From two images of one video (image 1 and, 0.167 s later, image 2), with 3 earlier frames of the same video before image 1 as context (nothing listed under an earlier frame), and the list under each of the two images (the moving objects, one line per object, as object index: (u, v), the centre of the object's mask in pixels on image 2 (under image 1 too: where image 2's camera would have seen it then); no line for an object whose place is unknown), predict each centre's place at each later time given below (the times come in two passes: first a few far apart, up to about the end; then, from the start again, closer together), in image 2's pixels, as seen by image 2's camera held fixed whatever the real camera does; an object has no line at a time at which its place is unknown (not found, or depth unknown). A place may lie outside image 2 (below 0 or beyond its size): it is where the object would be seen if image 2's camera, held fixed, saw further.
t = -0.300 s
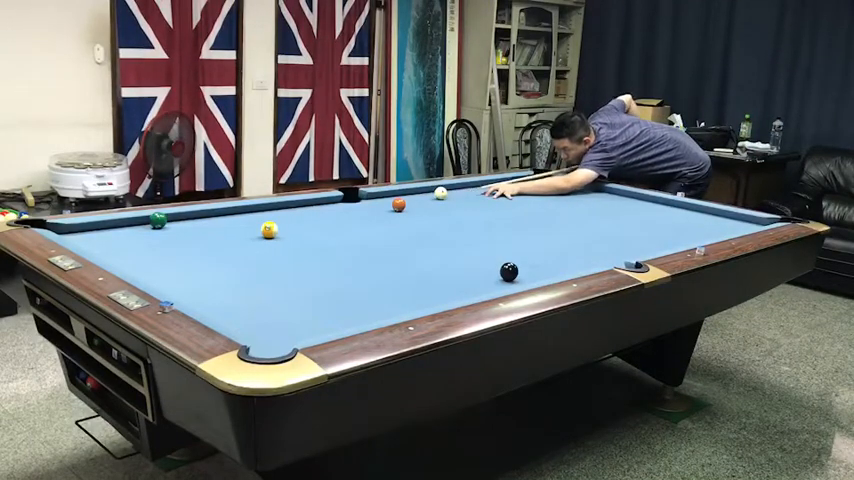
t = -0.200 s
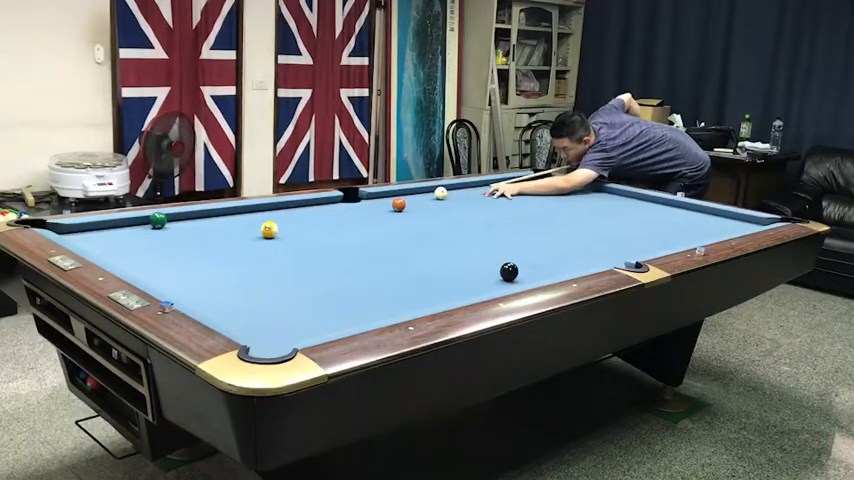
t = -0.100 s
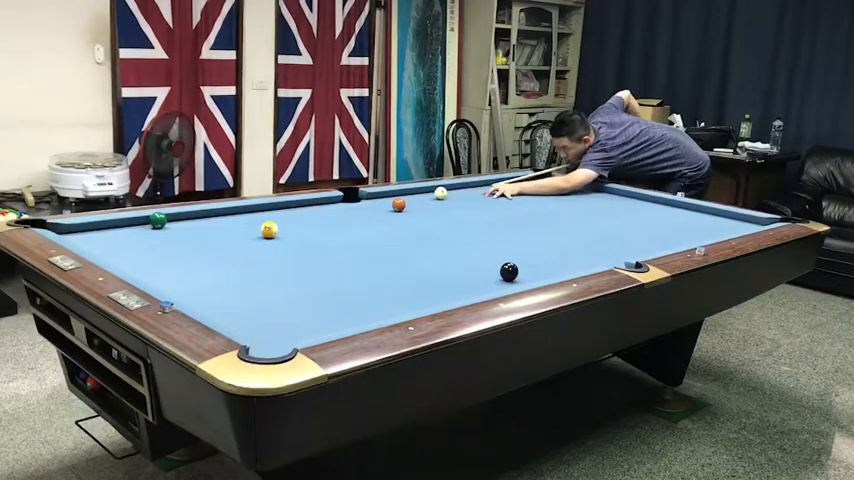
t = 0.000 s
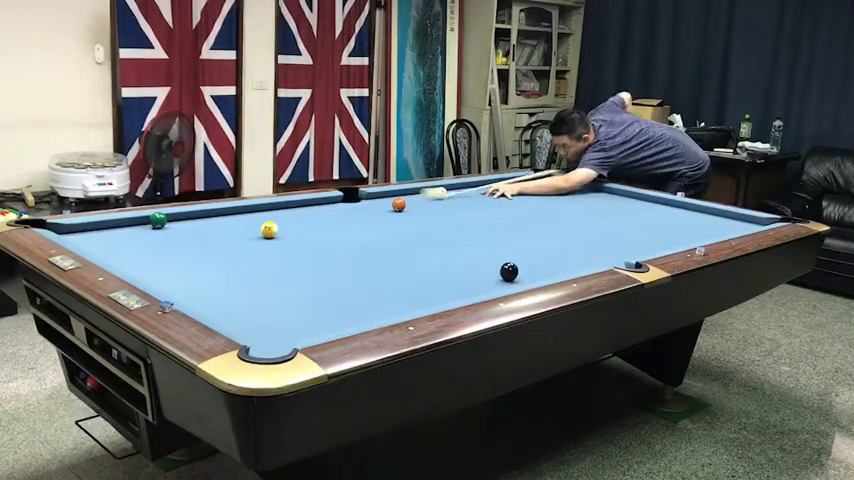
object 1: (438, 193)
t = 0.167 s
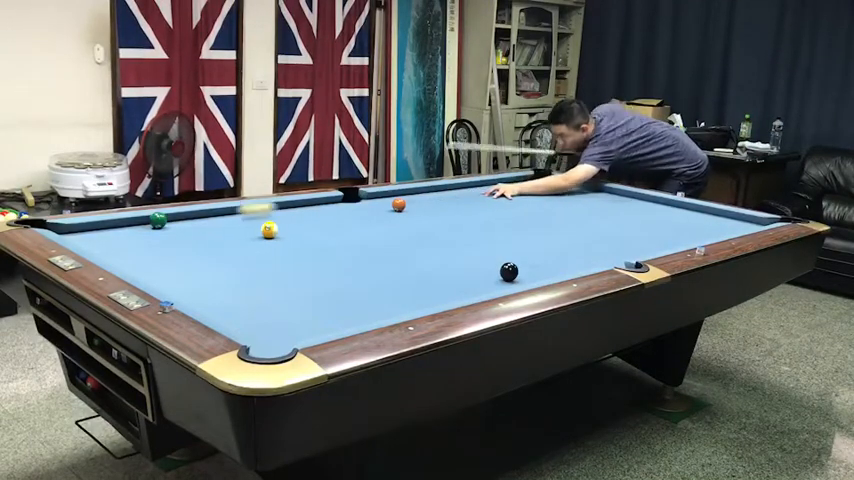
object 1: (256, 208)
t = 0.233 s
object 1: (178, 217)
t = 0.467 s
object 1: (186, 220)
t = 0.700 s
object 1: (230, 218)
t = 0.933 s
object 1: (285, 215)
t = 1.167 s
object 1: (335, 212)
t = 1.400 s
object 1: (380, 209)
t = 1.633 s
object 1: (422, 207)
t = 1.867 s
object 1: (462, 206)
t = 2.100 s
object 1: (500, 206)
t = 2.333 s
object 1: (536, 206)
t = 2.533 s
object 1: (566, 206)
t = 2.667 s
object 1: (584, 206)
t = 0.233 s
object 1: (178, 217)
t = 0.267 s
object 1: (174, 219)
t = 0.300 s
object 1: (174, 219)
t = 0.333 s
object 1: (175, 220)
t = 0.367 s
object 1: (177, 220)
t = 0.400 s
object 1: (180, 220)
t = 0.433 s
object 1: (183, 220)
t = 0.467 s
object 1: (186, 220)
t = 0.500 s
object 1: (191, 220)
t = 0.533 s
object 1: (196, 220)
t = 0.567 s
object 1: (201, 220)
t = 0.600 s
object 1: (208, 219)
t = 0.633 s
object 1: (214, 219)
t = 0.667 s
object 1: (222, 218)
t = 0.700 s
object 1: (230, 218)
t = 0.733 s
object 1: (238, 218)
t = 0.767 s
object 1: (246, 217)
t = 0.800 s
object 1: (254, 216)
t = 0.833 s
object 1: (262, 215)
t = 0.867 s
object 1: (270, 214)
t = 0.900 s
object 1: (279, 215)
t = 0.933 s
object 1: (285, 215)
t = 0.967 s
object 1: (293, 214)
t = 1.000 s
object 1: (300, 214)
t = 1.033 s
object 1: (307, 213)
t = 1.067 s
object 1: (314, 213)
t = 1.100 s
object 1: (322, 212)
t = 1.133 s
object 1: (328, 212)
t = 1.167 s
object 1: (335, 212)
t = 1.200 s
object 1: (341, 212)
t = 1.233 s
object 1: (348, 211)
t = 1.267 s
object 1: (354, 211)
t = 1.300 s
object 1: (361, 210)
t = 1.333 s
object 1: (368, 210)
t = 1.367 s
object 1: (374, 209)
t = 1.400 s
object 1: (380, 209)
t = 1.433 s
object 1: (385, 208)
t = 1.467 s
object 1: (392, 208)
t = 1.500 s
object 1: (398, 207)
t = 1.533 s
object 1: (405, 207)
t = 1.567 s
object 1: (410, 207)
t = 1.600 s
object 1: (417, 207)
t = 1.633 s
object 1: (422, 207)
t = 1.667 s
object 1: (429, 207)
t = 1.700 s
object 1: (434, 207)
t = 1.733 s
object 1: (440, 207)
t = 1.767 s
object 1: (446, 207)
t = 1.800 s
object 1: (451, 207)
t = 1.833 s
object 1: (457, 206)
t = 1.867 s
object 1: (462, 206)
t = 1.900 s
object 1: (468, 207)
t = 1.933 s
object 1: (473, 207)
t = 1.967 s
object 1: (479, 207)
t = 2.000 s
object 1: (484, 206)
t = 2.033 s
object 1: (490, 206)
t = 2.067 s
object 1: (495, 206)
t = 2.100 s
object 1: (500, 206)
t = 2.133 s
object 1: (505, 206)
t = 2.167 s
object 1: (511, 206)
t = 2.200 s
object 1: (516, 206)
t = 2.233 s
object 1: (521, 206)
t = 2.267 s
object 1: (526, 206)
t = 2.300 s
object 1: (531, 206)
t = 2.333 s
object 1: (536, 206)
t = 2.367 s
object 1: (541, 206)
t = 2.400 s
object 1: (546, 206)
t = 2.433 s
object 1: (551, 206)
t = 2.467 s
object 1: (556, 206)
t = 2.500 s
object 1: (561, 206)
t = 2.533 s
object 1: (566, 206)
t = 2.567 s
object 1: (570, 206)
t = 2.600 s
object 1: (575, 206)
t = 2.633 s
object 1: (579, 206)
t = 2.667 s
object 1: (584, 206)
